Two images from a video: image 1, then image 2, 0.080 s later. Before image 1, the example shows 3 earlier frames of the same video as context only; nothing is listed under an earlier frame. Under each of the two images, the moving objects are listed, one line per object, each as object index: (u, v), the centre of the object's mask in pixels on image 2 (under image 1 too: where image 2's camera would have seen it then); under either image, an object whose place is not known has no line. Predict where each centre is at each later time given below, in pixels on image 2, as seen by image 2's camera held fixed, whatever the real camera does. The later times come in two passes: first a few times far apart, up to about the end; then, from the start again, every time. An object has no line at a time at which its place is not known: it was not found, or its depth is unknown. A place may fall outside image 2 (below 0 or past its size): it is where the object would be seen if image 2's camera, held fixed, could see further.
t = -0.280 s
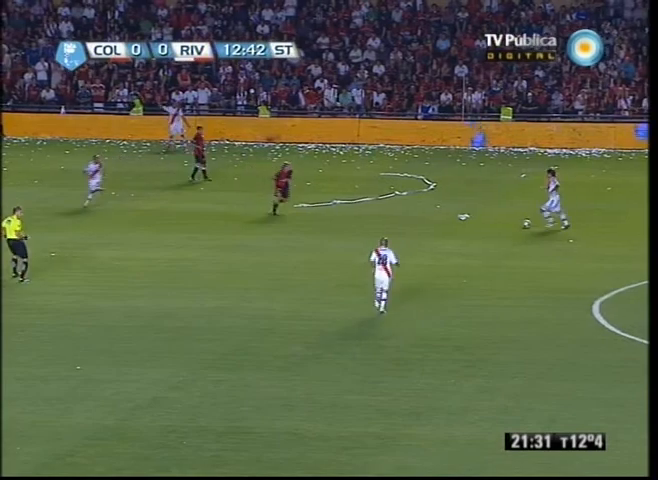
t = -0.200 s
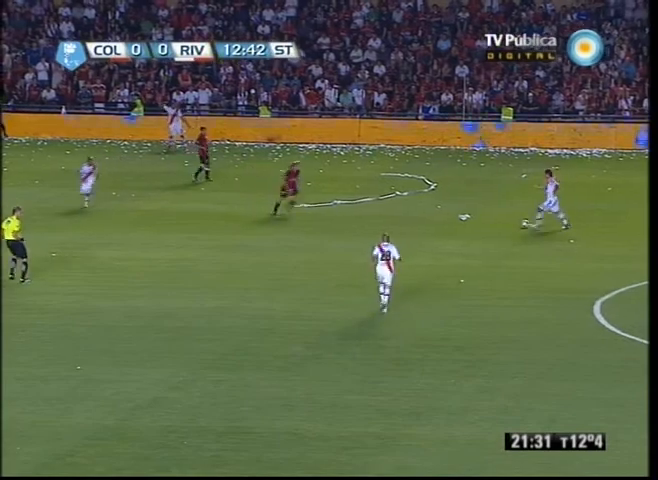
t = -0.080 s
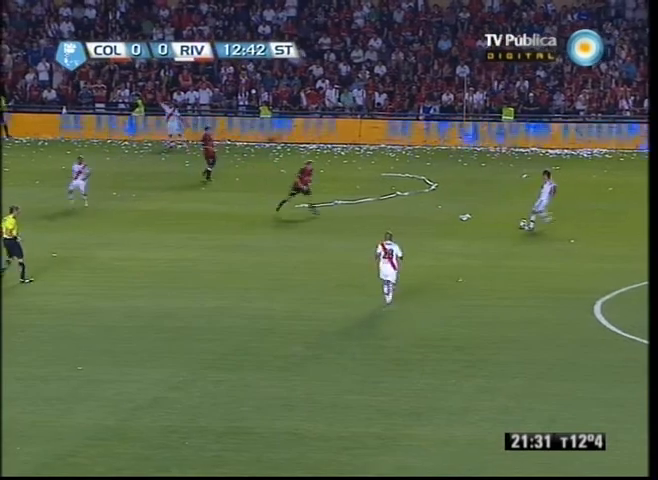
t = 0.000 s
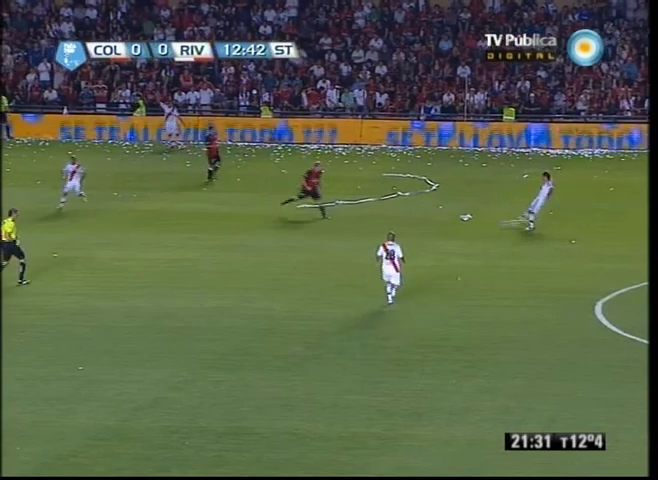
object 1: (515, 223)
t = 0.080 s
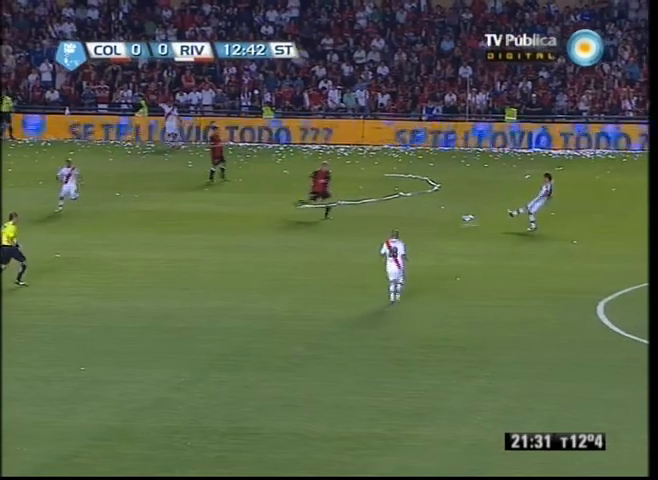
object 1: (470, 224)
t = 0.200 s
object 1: (413, 226)
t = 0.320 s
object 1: (362, 226)
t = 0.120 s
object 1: (449, 225)
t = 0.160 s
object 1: (432, 225)
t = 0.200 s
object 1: (413, 226)
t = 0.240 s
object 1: (395, 226)
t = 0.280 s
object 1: (379, 227)
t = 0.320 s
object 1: (362, 226)
